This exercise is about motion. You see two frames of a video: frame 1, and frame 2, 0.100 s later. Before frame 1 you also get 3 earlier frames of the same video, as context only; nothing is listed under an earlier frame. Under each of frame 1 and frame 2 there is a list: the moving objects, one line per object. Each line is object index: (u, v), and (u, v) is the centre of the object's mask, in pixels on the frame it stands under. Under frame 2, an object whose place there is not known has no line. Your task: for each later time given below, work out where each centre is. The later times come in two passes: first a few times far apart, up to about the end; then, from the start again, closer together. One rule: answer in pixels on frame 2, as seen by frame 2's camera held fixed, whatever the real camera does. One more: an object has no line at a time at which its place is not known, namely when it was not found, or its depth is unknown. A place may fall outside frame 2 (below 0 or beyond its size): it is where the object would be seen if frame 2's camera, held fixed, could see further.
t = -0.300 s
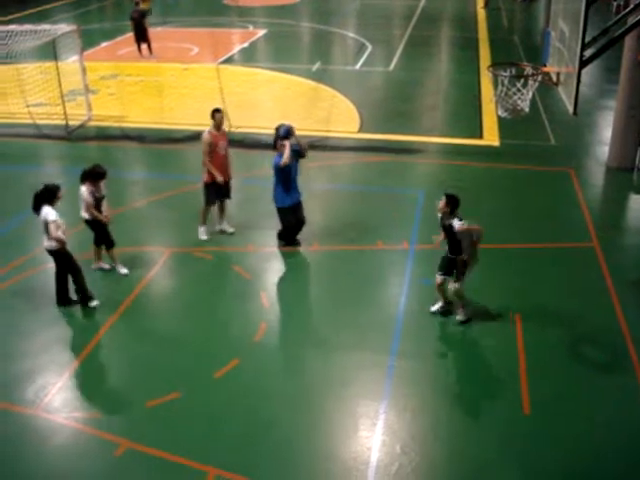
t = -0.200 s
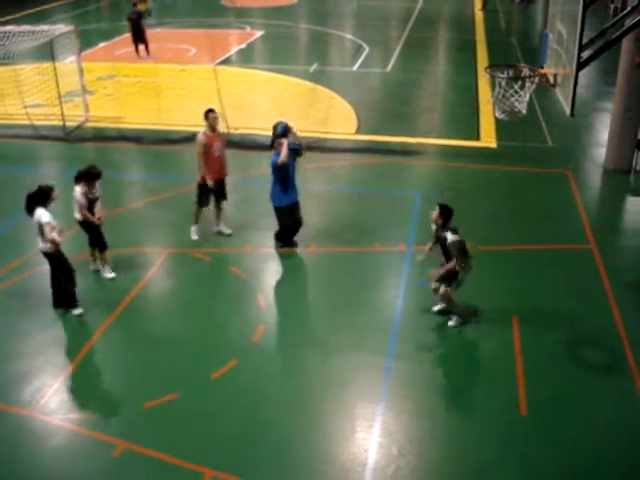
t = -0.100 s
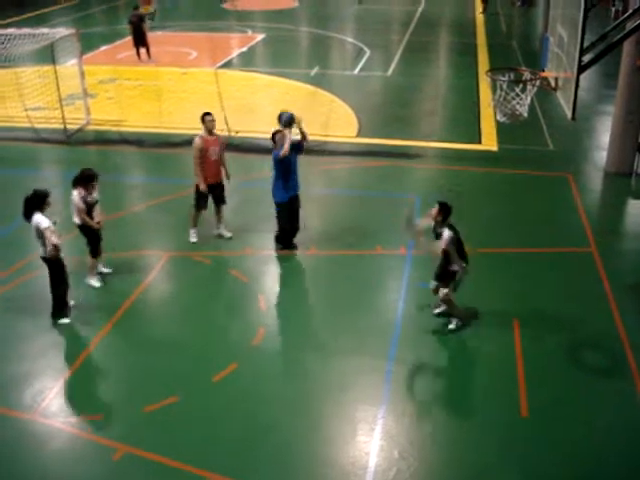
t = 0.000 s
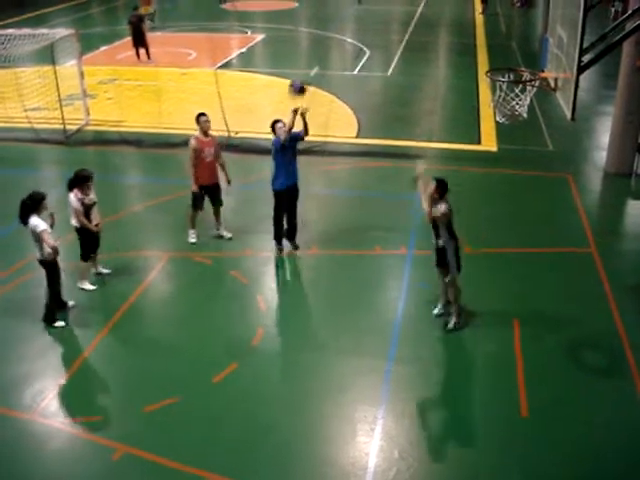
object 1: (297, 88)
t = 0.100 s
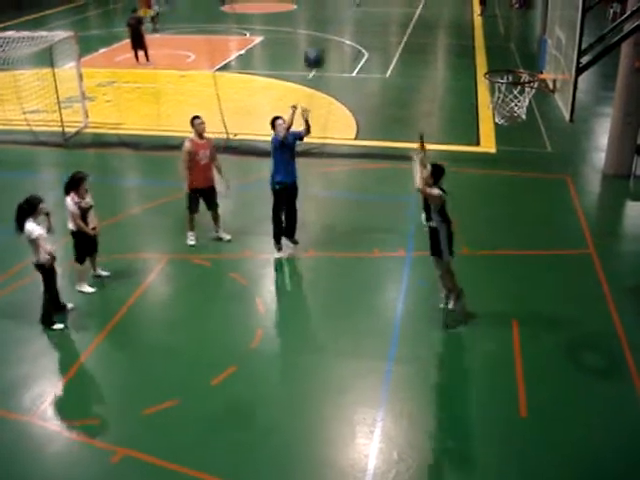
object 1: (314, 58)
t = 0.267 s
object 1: (346, 21)
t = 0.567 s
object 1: (413, 16)
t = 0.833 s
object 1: (478, 92)
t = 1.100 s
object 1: (529, 223)
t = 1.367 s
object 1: (568, 414)
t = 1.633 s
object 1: (600, 297)
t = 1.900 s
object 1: (624, 228)
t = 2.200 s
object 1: (634, 242)
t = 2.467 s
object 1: (628, 333)
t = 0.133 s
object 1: (320, 52)
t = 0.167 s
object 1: (327, 44)
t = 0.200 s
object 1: (332, 36)
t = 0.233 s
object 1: (339, 29)
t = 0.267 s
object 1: (346, 21)
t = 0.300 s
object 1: (353, 17)
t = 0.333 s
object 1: (360, 13)
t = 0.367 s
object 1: (366, 10)
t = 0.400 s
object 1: (374, 8)
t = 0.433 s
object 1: (381, 7)
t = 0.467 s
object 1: (389, 8)
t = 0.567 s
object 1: (413, 16)
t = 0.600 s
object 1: (421, 21)
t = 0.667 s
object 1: (437, 34)
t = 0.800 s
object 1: (469, 78)
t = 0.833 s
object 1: (478, 92)
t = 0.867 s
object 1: (484, 105)
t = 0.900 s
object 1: (490, 120)
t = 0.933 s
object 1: (498, 133)
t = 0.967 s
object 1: (506, 150)
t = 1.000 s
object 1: (509, 166)
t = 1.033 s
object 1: (519, 186)
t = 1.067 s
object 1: (524, 204)
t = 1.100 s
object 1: (529, 223)
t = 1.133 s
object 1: (534, 246)
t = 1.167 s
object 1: (539, 268)
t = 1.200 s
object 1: (544, 293)
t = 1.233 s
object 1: (551, 314)
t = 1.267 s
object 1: (554, 335)
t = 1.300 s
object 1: (557, 359)
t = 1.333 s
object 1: (561, 385)
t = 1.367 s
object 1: (568, 414)
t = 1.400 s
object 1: (570, 402)
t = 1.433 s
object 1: (576, 383)
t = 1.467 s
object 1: (580, 368)
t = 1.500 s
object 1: (583, 354)
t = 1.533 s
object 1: (587, 335)
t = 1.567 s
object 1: (592, 322)
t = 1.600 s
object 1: (596, 308)
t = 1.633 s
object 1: (600, 297)
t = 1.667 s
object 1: (603, 284)
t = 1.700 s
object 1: (606, 272)
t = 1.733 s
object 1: (611, 260)
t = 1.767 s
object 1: (614, 254)
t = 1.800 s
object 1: (617, 245)
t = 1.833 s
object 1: (620, 239)
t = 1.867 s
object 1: (622, 233)
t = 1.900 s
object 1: (624, 228)
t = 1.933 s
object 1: (626, 225)
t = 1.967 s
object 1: (628, 223)
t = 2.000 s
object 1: (629, 222)
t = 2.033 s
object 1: (629, 222)
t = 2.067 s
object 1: (631, 224)
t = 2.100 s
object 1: (632, 227)
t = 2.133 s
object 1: (633, 230)
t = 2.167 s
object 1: (634, 236)
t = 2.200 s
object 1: (634, 242)
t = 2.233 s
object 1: (635, 249)
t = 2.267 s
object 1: (634, 259)
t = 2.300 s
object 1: (634, 270)
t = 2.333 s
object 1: (634, 282)
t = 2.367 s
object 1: (634, 293)
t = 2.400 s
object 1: (632, 303)
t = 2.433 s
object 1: (629, 319)
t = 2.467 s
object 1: (628, 333)
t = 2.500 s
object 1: (624, 353)
